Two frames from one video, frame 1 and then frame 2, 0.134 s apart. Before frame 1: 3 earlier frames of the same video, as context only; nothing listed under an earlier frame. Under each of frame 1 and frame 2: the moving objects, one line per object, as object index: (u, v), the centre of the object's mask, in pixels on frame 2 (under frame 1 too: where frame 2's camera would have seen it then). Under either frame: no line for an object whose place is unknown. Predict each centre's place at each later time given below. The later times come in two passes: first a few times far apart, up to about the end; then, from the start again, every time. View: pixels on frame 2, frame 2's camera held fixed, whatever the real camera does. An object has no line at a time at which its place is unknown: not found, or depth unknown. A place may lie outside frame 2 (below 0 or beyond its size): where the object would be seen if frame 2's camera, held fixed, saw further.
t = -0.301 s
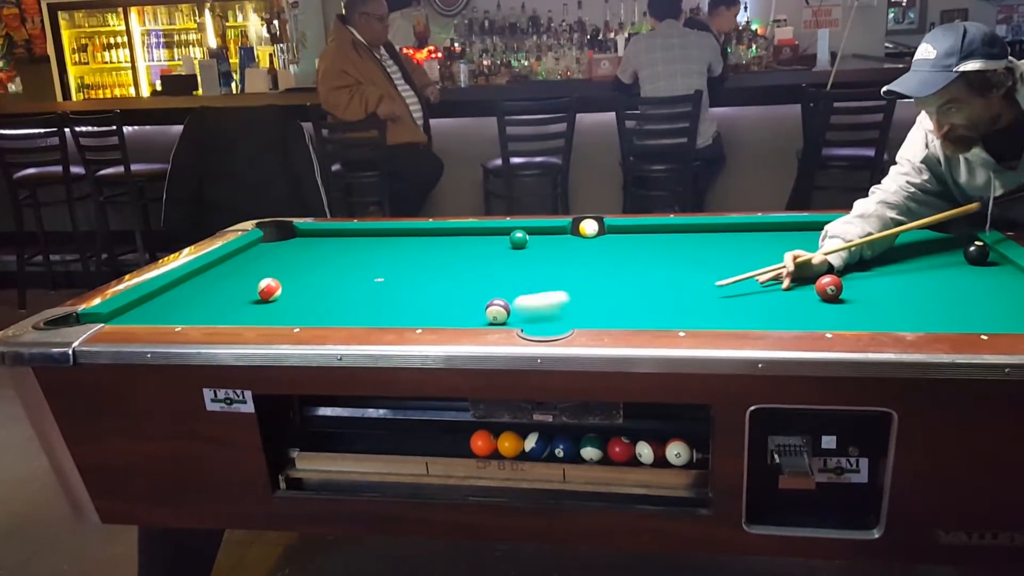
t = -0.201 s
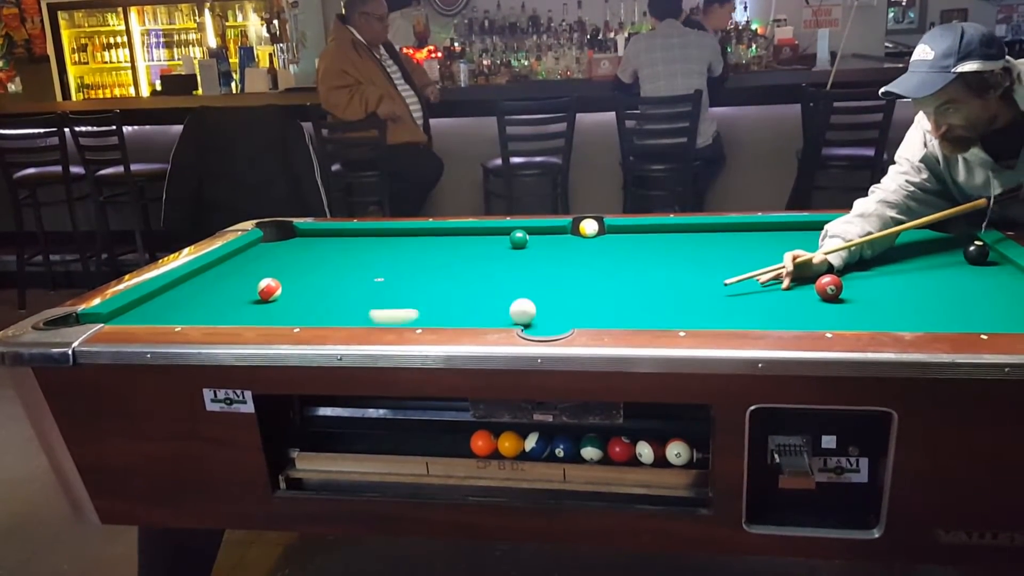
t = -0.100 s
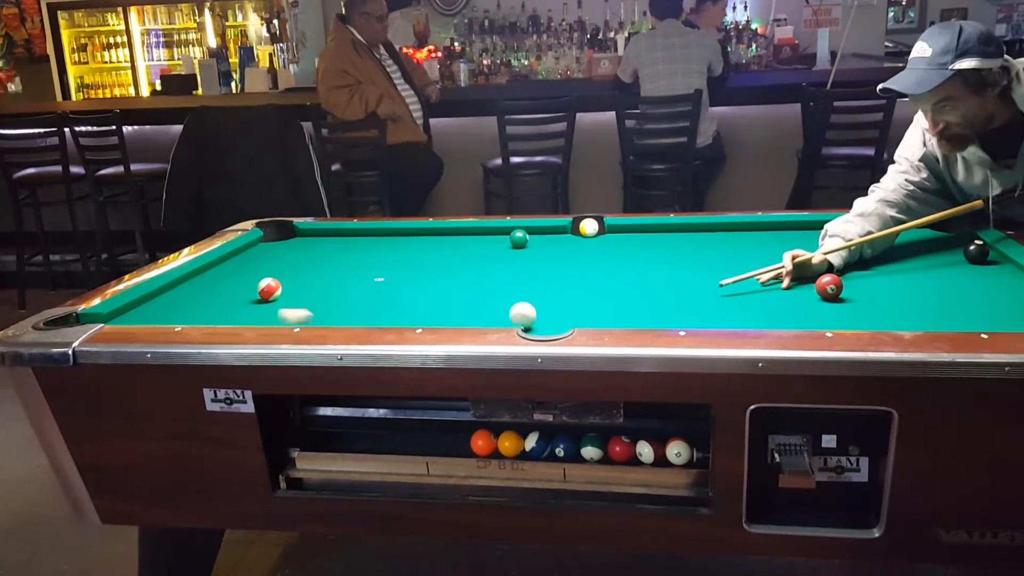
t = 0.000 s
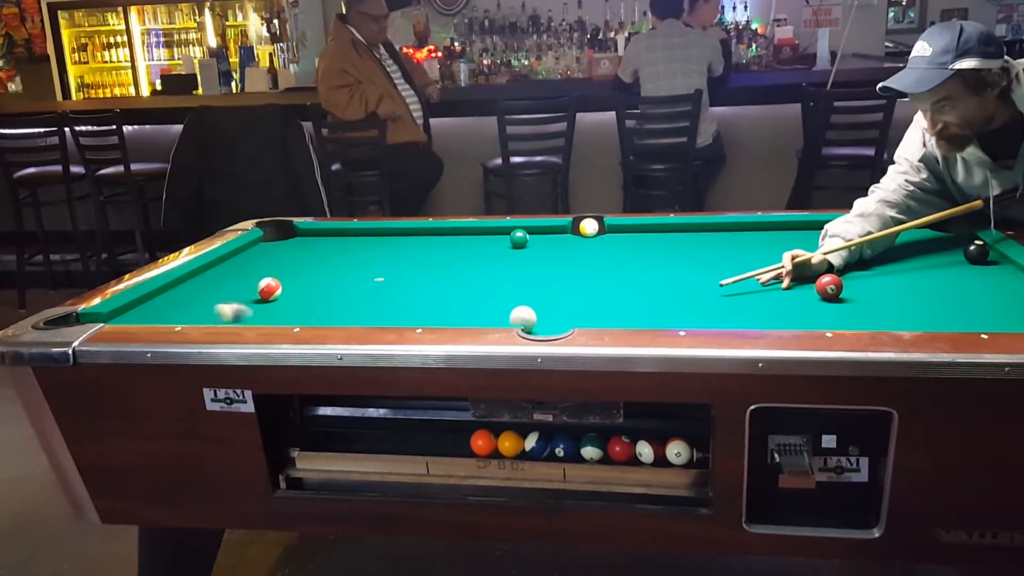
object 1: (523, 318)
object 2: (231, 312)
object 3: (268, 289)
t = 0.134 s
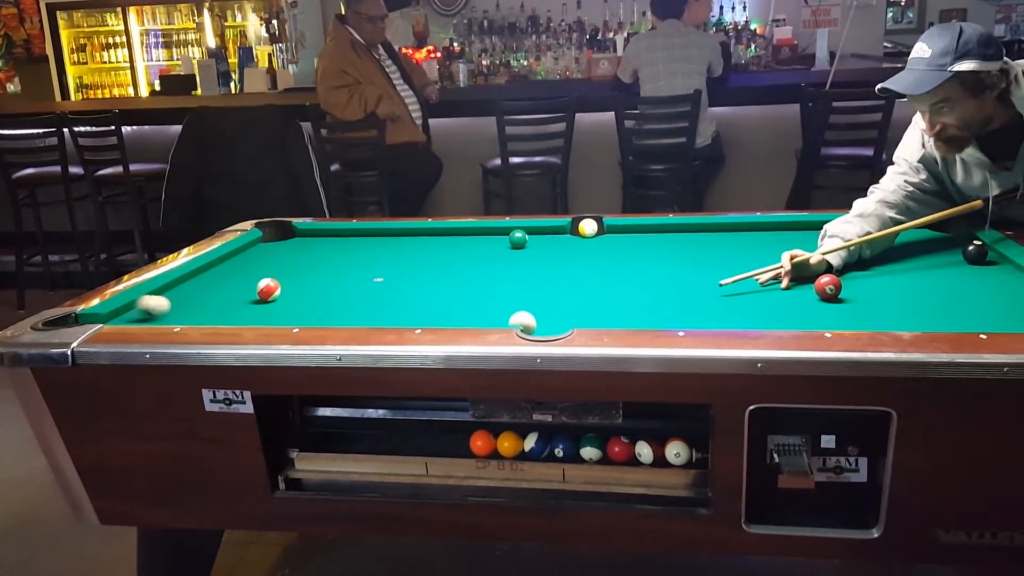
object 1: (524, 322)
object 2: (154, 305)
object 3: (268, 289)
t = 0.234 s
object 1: (530, 323)
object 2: (168, 301)
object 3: (268, 289)
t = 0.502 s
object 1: (550, 323)
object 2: (251, 287)
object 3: (288, 288)
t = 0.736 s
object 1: (564, 320)
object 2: (278, 279)
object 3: (336, 286)
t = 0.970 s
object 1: (578, 317)
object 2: (303, 271)
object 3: (381, 284)
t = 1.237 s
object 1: (590, 316)
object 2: (328, 263)
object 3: (430, 280)
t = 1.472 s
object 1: (599, 315)
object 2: (347, 258)
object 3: (470, 278)
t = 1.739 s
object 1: (607, 315)
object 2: (366, 252)
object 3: (514, 276)
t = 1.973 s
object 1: (611, 315)
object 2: (380, 247)
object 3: (549, 274)
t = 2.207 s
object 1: (612, 315)
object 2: (392, 243)
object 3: (582, 272)
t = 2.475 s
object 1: (610, 315)
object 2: (406, 239)
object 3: (617, 270)
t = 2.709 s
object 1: (610, 315)
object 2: (415, 236)
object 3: (646, 269)
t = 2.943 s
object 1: (610, 315)
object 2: (424, 234)
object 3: (672, 268)
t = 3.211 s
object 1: (611, 315)
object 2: (431, 231)
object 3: (699, 266)
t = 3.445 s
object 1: (611, 315)
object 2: (435, 231)
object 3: (721, 264)
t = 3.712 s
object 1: (611, 315)
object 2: (436, 232)
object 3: (743, 263)
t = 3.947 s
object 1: (611, 315)
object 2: (435, 232)
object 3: (760, 262)
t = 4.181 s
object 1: (611, 315)
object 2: (435, 233)
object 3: (774, 261)
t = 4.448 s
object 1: (612, 315)
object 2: (435, 233)
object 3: (789, 261)
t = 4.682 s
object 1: (612, 315)
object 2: (436, 233)
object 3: (799, 260)
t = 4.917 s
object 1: (612, 315)
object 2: (436, 233)
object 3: (807, 260)
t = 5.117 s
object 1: (612, 315)
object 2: (435, 233)
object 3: (812, 260)
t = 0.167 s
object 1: (525, 322)
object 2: (136, 307)
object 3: (268, 289)
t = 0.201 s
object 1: (527, 323)
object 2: (151, 302)
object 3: (268, 289)
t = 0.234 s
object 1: (530, 323)
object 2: (168, 301)
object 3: (268, 289)
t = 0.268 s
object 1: (532, 323)
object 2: (184, 299)
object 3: (268, 289)
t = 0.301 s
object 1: (535, 323)
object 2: (197, 298)
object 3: (268, 289)
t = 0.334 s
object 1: (537, 323)
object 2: (211, 295)
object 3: (268, 290)
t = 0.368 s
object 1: (540, 323)
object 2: (223, 294)
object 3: (268, 290)
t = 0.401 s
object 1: (542, 323)
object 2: (234, 292)
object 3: (268, 290)
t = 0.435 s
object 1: (545, 323)
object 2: (245, 290)
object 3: (271, 289)
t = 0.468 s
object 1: (547, 323)
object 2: (247, 290)
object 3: (280, 288)
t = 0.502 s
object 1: (550, 323)
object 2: (251, 287)
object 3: (288, 288)
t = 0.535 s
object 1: (552, 322)
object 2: (256, 286)
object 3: (295, 288)
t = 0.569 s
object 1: (554, 322)
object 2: (259, 286)
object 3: (303, 287)
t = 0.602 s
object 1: (556, 322)
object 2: (262, 285)
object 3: (309, 287)
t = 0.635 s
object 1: (558, 321)
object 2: (266, 283)
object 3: (316, 287)
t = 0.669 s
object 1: (560, 321)
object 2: (271, 281)
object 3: (322, 286)
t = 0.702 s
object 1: (562, 320)
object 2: (275, 280)
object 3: (329, 286)
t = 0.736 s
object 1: (564, 320)
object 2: (278, 279)
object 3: (336, 286)
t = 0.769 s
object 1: (566, 319)
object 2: (281, 278)
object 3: (343, 285)
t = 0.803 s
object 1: (568, 319)
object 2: (286, 276)
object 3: (349, 285)
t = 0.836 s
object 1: (570, 318)
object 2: (290, 275)
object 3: (356, 285)
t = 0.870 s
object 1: (572, 318)
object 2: (294, 274)
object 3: (362, 284)
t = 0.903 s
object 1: (574, 317)
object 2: (296, 273)
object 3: (369, 284)
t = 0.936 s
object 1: (576, 317)
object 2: (299, 273)
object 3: (376, 283)
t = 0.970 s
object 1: (578, 317)
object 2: (303, 271)
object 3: (381, 284)
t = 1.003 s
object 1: (579, 317)
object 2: (307, 270)
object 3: (387, 283)
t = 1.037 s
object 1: (581, 316)
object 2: (310, 269)
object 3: (394, 282)
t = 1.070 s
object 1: (583, 316)
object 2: (313, 268)
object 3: (400, 282)
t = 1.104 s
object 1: (584, 316)
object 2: (315, 268)
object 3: (406, 282)
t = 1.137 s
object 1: (586, 316)
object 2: (318, 266)
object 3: (412, 281)
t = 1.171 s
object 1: (587, 316)
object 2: (322, 265)
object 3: (418, 281)
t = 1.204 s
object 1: (589, 316)
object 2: (325, 264)
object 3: (424, 281)
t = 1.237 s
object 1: (590, 316)
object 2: (328, 263)
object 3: (430, 280)
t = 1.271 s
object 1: (591, 315)
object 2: (330, 263)
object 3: (436, 280)
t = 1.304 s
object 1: (593, 315)
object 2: (333, 262)
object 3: (442, 280)
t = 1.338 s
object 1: (594, 315)
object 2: (335, 261)
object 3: (448, 279)
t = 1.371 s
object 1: (596, 315)
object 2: (338, 260)
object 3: (453, 280)
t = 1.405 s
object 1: (597, 315)
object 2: (341, 259)
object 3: (459, 279)
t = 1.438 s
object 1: (598, 315)
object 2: (344, 258)
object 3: (464, 279)
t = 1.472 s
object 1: (599, 315)
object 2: (347, 258)
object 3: (470, 278)
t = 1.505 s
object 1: (600, 315)
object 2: (349, 257)
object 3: (476, 278)
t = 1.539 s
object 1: (601, 315)
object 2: (351, 257)
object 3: (482, 277)
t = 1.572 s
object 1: (602, 315)
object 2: (353, 256)
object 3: (487, 278)
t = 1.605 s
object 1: (603, 315)
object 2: (356, 254)
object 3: (492, 277)
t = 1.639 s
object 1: (604, 315)
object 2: (359, 253)
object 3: (498, 276)
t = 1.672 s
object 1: (605, 315)
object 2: (361, 253)
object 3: (503, 276)
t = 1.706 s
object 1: (606, 315)
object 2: (364, 252)
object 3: (508, 276)
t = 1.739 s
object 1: (607, 315)
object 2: (366, 252)
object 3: (514, 276)
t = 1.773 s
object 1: (607, 315)
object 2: (368, 251)
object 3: (519, 276)
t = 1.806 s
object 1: (608, 315)
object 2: (370, 251)
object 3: (524, 276)
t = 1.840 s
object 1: (609, 315)
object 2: (372, 250)
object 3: (529, 275)
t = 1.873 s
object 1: (609, 315)
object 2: (374, 249)
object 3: (534, 275)
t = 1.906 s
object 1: (610, 315)
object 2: (376, 248)
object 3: (539, 275)
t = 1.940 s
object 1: (610, 315)
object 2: (378, 248)
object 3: (544, 275)
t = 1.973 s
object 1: (611, 315)
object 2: (380, 247)
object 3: (549, 274)
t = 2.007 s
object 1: (611, 315)
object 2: (382, 246)
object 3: (554, 274)
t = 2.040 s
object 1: (611, 315)
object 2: (384, 246)
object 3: (558, 274)
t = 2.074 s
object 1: (612, 315)
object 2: (386, 245)
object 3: (563, 274)
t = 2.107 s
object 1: (612, 315)
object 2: (388, 245)
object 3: (567, 273)
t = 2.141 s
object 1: (612, 315)
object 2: (390, 244)
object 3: (572, 273)
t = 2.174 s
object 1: (612, 316)
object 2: (391, 244)
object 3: (577, 273)
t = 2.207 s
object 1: (612, 315)
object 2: (392, 243)
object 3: (582, 272)
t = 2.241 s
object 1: (612, 315)
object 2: (394, 242)
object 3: (586, 272)
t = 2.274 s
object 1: (612, 315)
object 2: (396, 242)
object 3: (591, 272)
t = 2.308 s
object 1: (612, 315)
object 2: (398, 241)
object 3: (595, 272)
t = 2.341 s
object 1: (611, 315)
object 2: (400, 241)
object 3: (600, 271)
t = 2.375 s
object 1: (611, 315)
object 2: (402, 241)
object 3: (604, 271)
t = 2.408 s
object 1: (611, 315)
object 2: (403, 240)
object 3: (608, 271)
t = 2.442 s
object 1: (611, 315)
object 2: (404, 240)
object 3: (613, 271)
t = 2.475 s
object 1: (610, 315)
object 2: (406, 239)
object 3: (617, 270)
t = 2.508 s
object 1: (610, 315)
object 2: (407, 239)
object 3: (621, 270)
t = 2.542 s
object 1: (610, 315)
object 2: (409, 239)
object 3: (626, 270)
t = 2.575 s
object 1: (610, 315)
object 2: (410, 238)
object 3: (630, 270)
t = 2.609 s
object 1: (610, 315)
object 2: (411, 238)
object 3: (634, 270)
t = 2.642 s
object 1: (610, 315)
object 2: (412, 237)
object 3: (638, 269)
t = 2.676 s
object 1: (610, 315)
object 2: (414, 237)
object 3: (641, 269)
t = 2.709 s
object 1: (610, 315)
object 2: (415, 236)
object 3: (646, 269)
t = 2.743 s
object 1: (610, 315)
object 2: (417, 236)
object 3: (650, 268)
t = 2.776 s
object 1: (610, 315)
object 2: (418, 235)
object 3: (653, 268)
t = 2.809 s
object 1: (610, 315)
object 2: (419, 235)
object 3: (658, 268)
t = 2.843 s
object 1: (610, 315)
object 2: (421, 235)
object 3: (661, 268)
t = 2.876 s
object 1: (610, 315)
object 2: (422, 234)
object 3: (665, 268)
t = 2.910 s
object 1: (610, 315)
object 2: (423, 234)
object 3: (669, 268)
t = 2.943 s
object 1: (610, 315)
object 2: (424, 234)
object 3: (672, 268)
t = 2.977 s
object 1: (610, 315)
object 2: (425, 234)
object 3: (675, 267)
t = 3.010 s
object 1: (611, 315)
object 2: (426, 233)
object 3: (679, 267)
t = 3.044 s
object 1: (611, 315)
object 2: (427, 233)
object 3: (683, 267)
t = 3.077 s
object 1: (611, 315)
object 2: (428, 233)
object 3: (686, 266)
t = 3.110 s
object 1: (610, 315)
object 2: (429, 233)
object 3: (689, 266)
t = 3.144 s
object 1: (611, 315)
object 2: (429, 232)
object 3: (693, 266)
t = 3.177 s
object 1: (611, 315)
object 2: (430, 232)
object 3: (696, 266)
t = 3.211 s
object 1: (611, 315)
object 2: (431, 231)
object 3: (699, 266)
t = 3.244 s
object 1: (611, 315)
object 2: (432, 231)
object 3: (703, 265)
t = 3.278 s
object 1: (611, 315)
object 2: (433, 231)
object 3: (705, 265)
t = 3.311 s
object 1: (611, 315)
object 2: (434, 230)
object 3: (709, 265)
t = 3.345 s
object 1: (611, 315)
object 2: (434, 231)
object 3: (711, 265)
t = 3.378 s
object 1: (611, 315)
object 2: (435, 231)
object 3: (714, 265)
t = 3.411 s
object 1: (611, 315)
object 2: (435, 231)
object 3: (718, 264)
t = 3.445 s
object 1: (611, 315)
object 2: (435, 231)
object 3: (721, 264)
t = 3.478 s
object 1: (611, 315)
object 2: (435, 231)
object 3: (724, 264)
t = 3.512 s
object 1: (611, 315)
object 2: (435, 231)
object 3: (727, 264)
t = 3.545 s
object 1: (611, 315)
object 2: (435, 231)
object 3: (730, 264)
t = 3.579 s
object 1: (611, 315)
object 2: (435, 231)
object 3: (733, 264)
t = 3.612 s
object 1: (611, 315)
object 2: (435, 231)
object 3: (735, 264)
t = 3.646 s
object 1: (611, 315)
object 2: (435, 232)
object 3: (738, 263)
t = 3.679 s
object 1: (611, 315)
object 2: (436, 232)
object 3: (740, 264)
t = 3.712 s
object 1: (611, 315)
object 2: (436, 232)
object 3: (743, 263)
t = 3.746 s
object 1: (611, 315)
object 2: (435, 232)
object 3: (746, 263)
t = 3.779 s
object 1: (611, 315)
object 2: (435, 232)
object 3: (748, 263)
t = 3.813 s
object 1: (611, 315)
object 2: (435, 232)
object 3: (751, 263)
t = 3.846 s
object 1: (611, 315)
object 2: (435, 232)
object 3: (753, 262)
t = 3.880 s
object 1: (611, 315)
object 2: (435, 232)
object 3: (756, 262)
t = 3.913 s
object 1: (612, 315)
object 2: (435, 232)
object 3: (758, 262)
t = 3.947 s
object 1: (611, 315)
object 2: (435, 232)
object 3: (760, 262)
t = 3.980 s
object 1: (611, 315)
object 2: (435, 233)
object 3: (762, 262)
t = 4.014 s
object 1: (611, 315)
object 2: (435, 233)
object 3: (764, 262)
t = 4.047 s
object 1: (611, 315)
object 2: (435, 233)
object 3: (766, 262)
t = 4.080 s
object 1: (611, 315)
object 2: (435, 233)
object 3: (769, 262)
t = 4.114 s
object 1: (611, 315)
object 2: (435, 233)
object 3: (770, 261)
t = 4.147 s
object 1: (611, 315)
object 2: (435, 233)
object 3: (772, 261)
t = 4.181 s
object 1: (611, 315)
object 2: (435, 233)
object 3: (774, 261)
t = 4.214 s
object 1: (611, 315)
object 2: (435, 233)
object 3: (776, 261)
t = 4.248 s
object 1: (612, 315)
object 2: (435, 233)
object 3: (779, 261)
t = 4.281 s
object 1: (612, 315)
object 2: (435, 233)
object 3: (780, 261)
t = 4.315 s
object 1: (612, 315)
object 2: (435, 233)
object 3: (782, 261)
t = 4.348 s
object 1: (612, 315)
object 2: (435, 233)
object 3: (784, 261)
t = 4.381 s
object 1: (612, 315)
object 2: (435, 233)
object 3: (786, 261)
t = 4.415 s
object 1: (612, 315)
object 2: (435, 233)
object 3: (788, 261)
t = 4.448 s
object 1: (612, 315)
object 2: (435, 233)
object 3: (789, 261)
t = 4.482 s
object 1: (612, 315)
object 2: (435, 233)
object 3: (790, 261)
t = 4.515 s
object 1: (612, 315)
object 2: (435, 233)
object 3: (792, 260)
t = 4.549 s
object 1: (612, 315)
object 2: (435, 233)
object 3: (794, 260)
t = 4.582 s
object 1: (612, 315)
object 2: (435, 233)
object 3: (795, 260)
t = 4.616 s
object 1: (612, 315)
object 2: (436, 233)
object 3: (796, 260)
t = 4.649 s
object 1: (612, 315)
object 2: (436, 232)
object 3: (797, 260)
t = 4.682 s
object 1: (612, 315)
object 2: (436, 233)
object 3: (799, 260)
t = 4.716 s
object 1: (612, 315)
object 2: (436, 233)
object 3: (800, 260)
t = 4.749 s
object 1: (612, 315)
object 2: (435, 233)
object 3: (801, 260)
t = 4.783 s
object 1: (612, 315)
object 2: (436, 233)
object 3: (803, 260)
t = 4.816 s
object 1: (612, 315)
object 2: (436, 233)
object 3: (804, 260)
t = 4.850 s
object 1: (612, 315)
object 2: (435, 233)
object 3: (805, 260)
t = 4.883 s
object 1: (612, 315)
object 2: (435, 233)
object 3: (806, 260)
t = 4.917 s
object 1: (612, 315)
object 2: (436, 233)
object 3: (807, 260)
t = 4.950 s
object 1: (612, 315)
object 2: (436, 233)
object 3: (808, 260)
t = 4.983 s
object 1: (612, 315)
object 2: (435, 233)
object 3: (809, 260)
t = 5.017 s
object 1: (612, 315)
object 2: (436, 233)
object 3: (810, 260)
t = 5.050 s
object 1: (612, 315)
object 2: (435, 233)
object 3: (811, 260)
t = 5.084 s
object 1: (612, 315)
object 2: (435, 233)
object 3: (811, 260)
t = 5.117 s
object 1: (612, 315)
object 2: (435, 233)
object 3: (812, 260)
